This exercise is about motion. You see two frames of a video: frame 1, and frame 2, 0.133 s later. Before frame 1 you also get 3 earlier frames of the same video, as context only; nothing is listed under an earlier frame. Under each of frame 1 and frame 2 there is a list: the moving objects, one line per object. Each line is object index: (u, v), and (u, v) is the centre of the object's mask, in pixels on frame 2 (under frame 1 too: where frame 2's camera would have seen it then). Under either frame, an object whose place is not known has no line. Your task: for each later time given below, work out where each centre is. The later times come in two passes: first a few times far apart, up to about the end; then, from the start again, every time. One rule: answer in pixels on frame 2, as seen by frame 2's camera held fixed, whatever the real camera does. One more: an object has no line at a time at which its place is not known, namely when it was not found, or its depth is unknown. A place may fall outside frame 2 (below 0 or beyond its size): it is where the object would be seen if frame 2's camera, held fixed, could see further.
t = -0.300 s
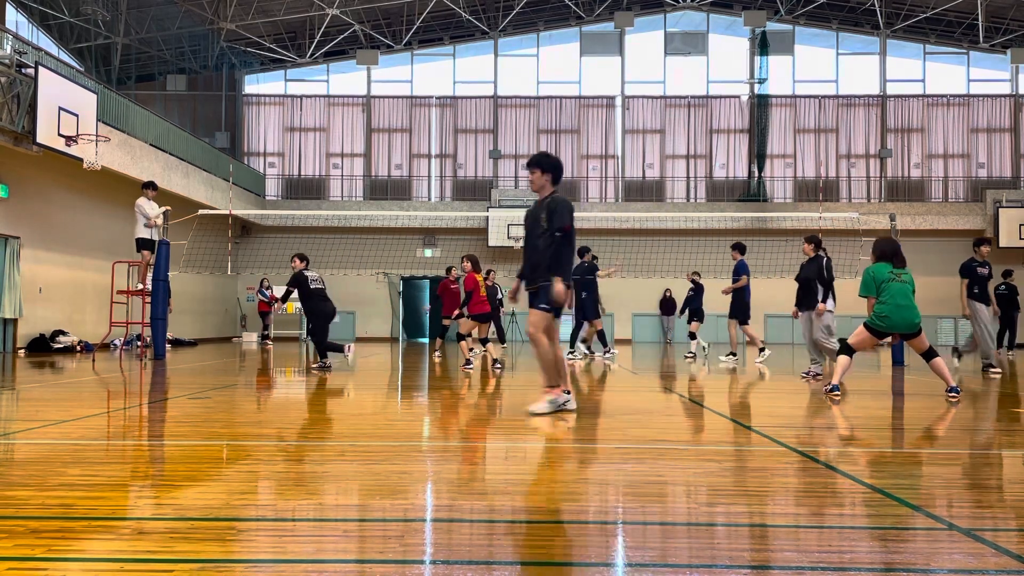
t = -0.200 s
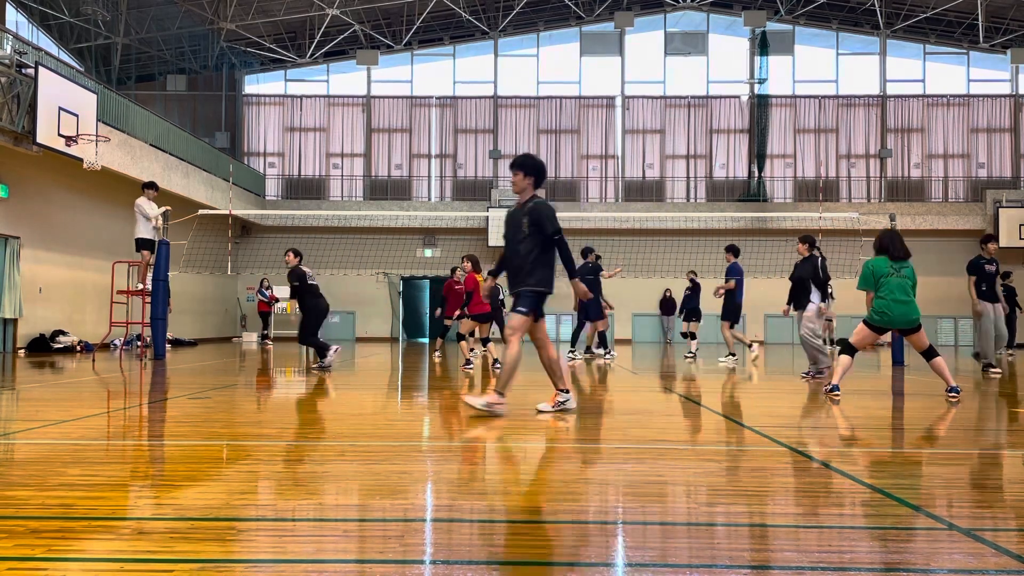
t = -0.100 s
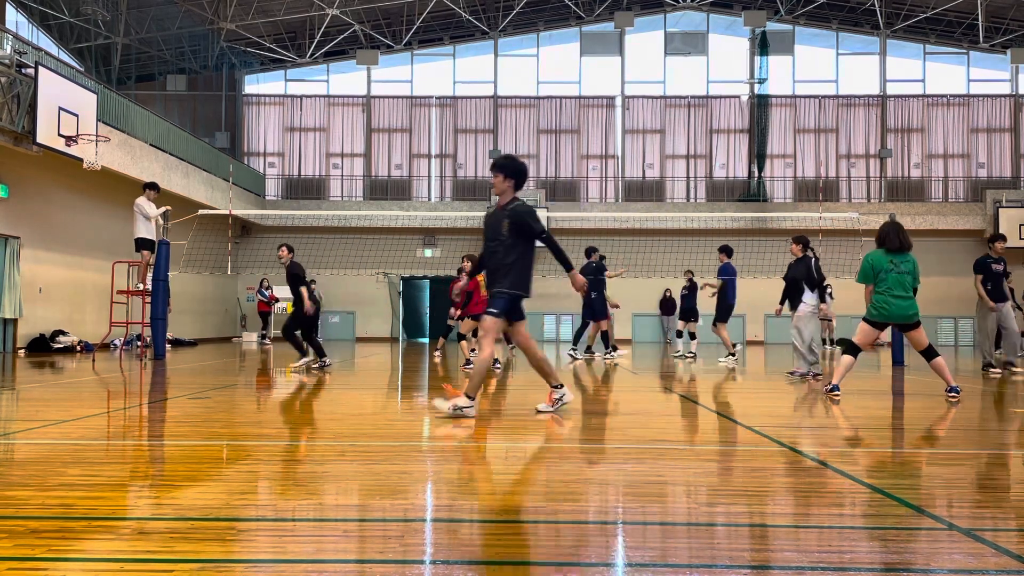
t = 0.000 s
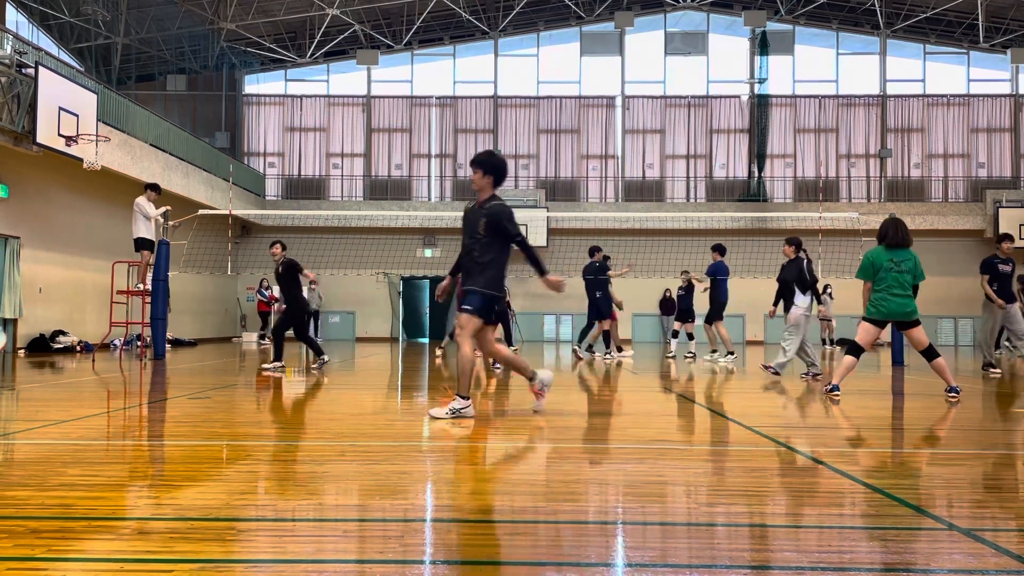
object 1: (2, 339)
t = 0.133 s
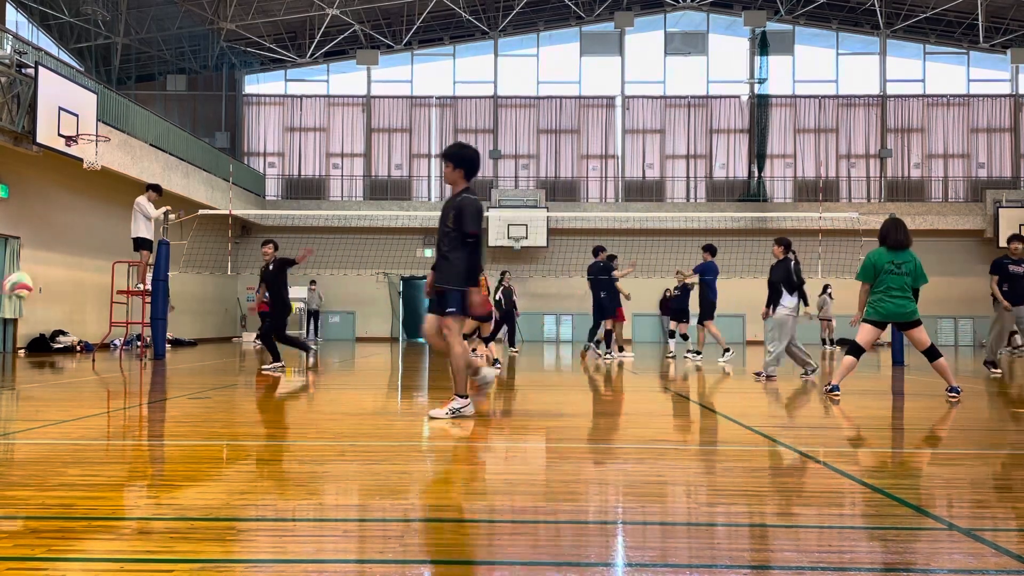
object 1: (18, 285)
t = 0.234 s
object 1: (36, 259)
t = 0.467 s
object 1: (80, 245)
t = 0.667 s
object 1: (118, 291)
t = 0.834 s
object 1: (151, 373)
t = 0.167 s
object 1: (23, 275)
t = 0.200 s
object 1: (30, 266)
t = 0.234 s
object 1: (36, 259)
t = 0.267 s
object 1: (43, 252)
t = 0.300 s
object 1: (49, 248)
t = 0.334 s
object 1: (56, 244)
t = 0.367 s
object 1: (63, 243)
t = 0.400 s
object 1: (68, 242)
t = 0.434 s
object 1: (74, 243)
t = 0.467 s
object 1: (80, 245)
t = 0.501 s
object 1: (87, 249)
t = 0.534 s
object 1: (94, 255)
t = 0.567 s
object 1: (100, 262)
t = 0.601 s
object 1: (106, 270)
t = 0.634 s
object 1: (112, 280)
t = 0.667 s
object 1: (118, 291)
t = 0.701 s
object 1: (124, 304)
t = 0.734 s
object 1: (131, 320)
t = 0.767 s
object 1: (139, 337)
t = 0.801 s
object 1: (145, 355)
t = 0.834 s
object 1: (151, 373)
